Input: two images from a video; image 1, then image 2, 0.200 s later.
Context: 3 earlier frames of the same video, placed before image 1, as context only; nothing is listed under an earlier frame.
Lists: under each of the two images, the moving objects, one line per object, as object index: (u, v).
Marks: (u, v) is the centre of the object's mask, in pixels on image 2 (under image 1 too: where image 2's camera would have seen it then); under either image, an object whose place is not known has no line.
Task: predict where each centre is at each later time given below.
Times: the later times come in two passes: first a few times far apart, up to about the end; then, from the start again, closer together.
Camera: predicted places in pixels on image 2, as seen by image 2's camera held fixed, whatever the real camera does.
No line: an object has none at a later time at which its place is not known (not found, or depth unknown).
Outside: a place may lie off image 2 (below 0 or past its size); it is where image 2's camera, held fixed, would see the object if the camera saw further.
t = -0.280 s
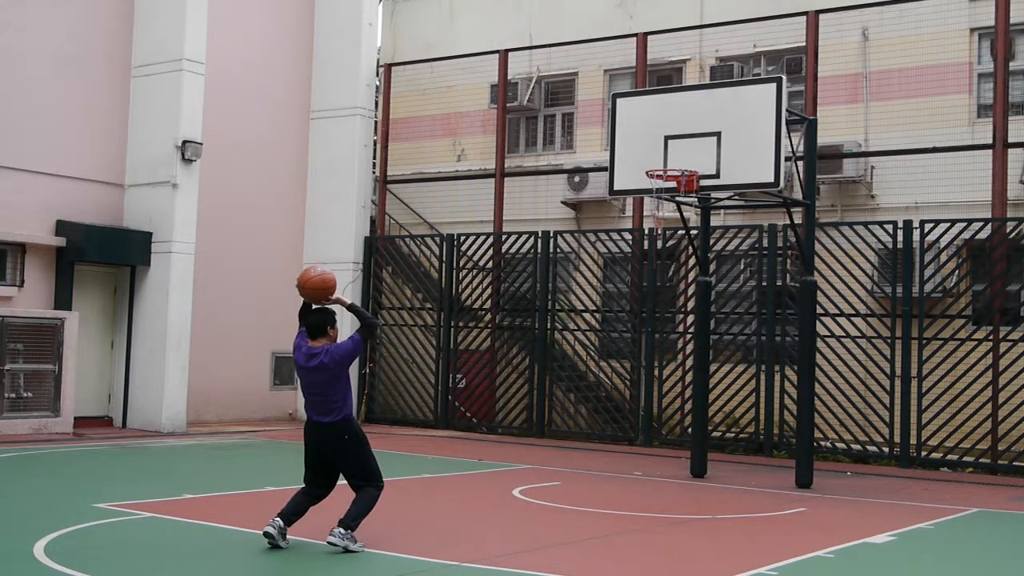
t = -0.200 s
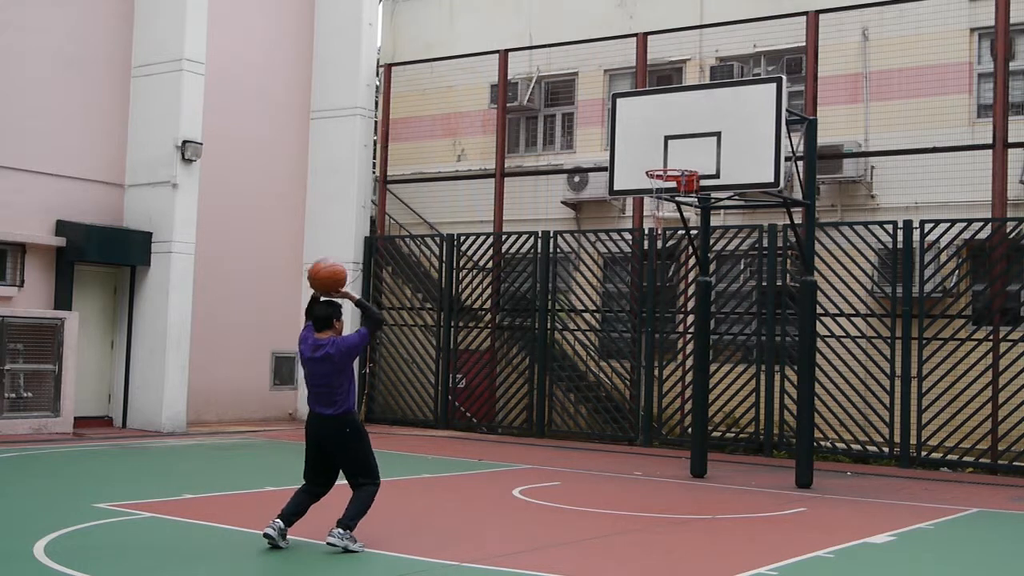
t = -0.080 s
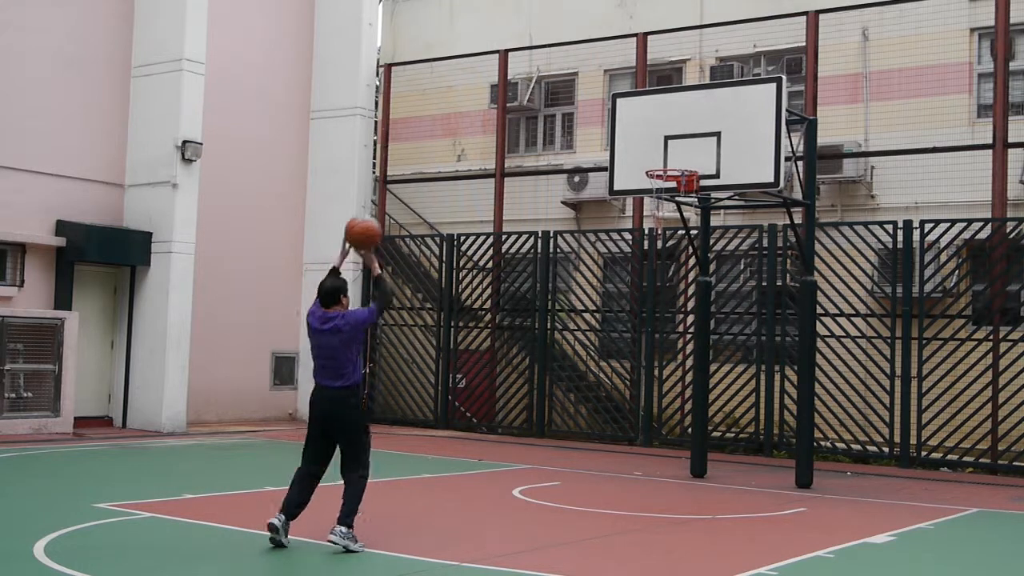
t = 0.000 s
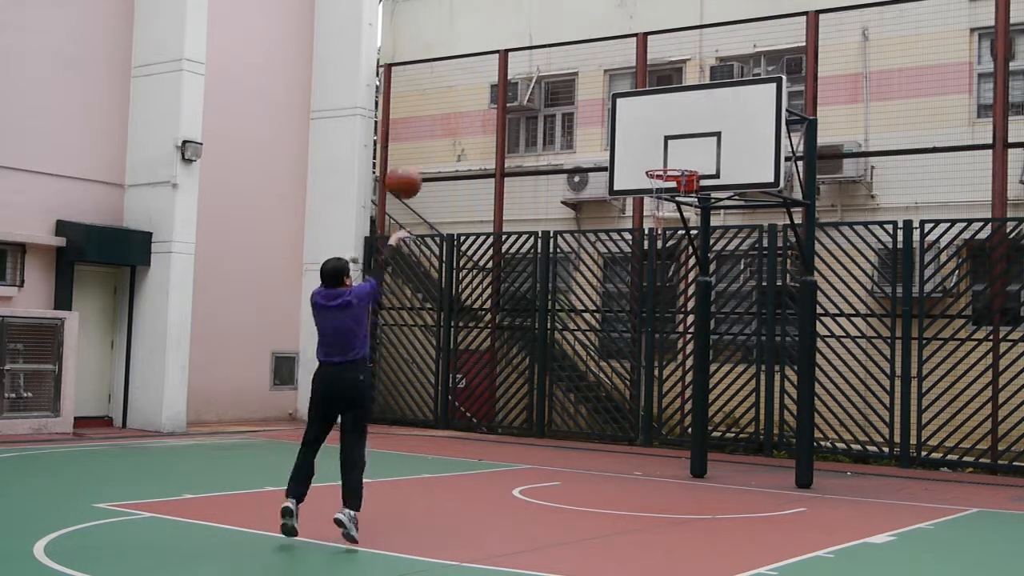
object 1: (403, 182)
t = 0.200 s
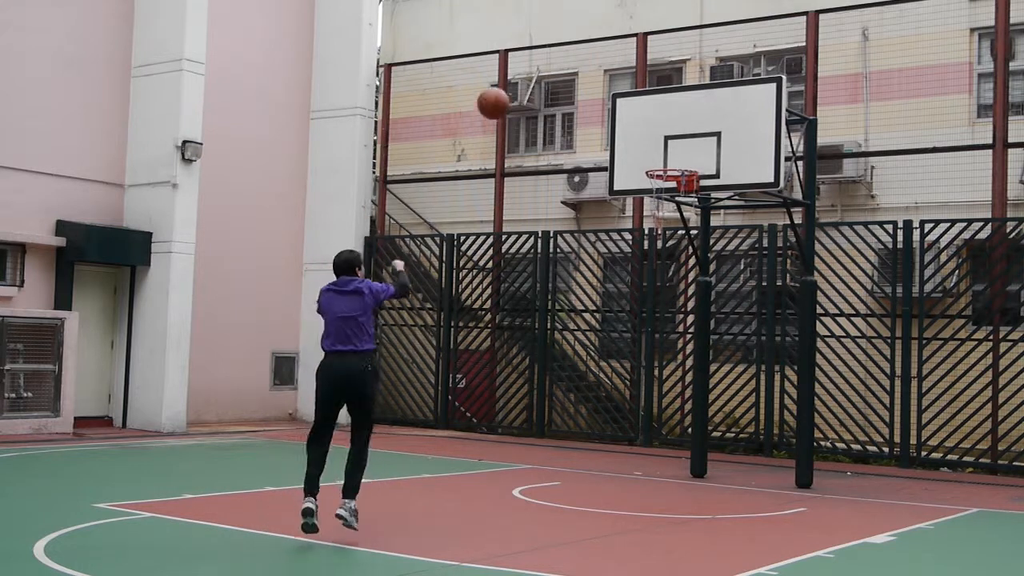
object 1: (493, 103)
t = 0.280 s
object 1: (524, 89)
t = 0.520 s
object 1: (603, 95)
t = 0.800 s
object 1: (674, 163)
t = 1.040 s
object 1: (672, 154)
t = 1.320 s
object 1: (678, 162)
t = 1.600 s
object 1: (668, 232)
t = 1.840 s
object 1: (657, 360)
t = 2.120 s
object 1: (639, 423)
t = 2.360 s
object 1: (619, 322)
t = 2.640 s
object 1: (592, 281)
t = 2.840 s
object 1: (573, 303)
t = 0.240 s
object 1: (510, 94)
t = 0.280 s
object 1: (524, 89)
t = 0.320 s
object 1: (538, 85)
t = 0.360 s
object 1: (551, 84)
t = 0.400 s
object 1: (565, 84)
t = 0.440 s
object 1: (578, 86)
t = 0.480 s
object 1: (591, 90)
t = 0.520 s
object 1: (603, 95)
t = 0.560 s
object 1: (615, 102)
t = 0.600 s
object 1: (626, 112)
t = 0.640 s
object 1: (637, 121)
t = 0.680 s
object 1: (648, 132)
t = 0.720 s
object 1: (658, 145)
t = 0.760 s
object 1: (669, 158)
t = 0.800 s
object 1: (674, 163)
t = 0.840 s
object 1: (670, 163)
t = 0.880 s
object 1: (669, 161)
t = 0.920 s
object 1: (669, 160)
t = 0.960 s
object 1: (669, 161)
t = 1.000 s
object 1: (670, 157)
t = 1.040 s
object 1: (672, 154)
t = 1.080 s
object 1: (673, 151)
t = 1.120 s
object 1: (674, 150)
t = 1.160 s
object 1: (675, 150)
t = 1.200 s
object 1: (676, 152)
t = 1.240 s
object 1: (677, 155)
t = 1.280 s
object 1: (678, 159)
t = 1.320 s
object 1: (678, 162)
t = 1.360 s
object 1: (676, 169)
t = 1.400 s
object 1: (673, 180)
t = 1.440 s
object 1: (672, 186)
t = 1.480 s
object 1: (673, 195)
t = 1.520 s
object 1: (672, 206)
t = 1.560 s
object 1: (670, 219)
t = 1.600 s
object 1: (668, 232)
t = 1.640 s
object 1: (667, 250)
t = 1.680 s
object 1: (665, 268)
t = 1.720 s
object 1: (663, 288)
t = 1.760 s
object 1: (661, 311)
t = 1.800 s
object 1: (659, 335)
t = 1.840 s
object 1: (657, 360)
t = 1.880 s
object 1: (654, 388)
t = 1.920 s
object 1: (652, 419)
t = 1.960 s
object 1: (651, 451)
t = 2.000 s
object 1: (648, 486)
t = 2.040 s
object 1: (645, 471)
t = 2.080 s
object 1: (642, 446)
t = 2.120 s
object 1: (639, 423)
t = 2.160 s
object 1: (636, 403)
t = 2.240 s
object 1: (629, 366)
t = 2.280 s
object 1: (626, 349)
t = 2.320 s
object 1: (622, 334)
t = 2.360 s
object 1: (619, 322)
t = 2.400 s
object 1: (615, 310)
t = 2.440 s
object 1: (611, 301)
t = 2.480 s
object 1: (607, 293)
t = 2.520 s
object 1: (604, 287)
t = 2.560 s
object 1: (601, 283)
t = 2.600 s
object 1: (597, 281)
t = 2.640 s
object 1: (592, 281)
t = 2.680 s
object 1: (589, 281)
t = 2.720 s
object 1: (584, 284)
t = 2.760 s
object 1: (581, 288)
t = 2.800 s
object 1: (576, 294)
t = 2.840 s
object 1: (573, 303)
